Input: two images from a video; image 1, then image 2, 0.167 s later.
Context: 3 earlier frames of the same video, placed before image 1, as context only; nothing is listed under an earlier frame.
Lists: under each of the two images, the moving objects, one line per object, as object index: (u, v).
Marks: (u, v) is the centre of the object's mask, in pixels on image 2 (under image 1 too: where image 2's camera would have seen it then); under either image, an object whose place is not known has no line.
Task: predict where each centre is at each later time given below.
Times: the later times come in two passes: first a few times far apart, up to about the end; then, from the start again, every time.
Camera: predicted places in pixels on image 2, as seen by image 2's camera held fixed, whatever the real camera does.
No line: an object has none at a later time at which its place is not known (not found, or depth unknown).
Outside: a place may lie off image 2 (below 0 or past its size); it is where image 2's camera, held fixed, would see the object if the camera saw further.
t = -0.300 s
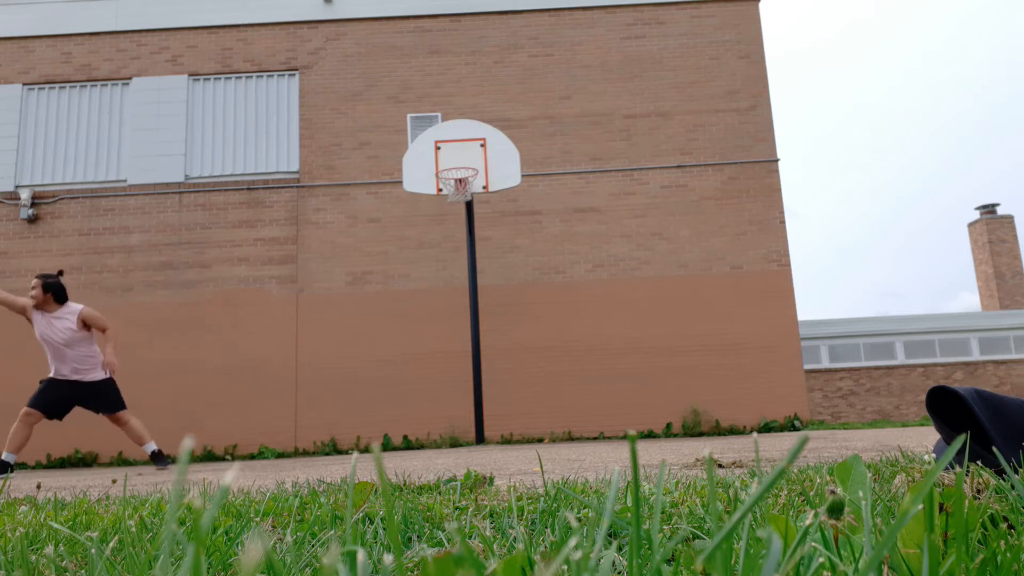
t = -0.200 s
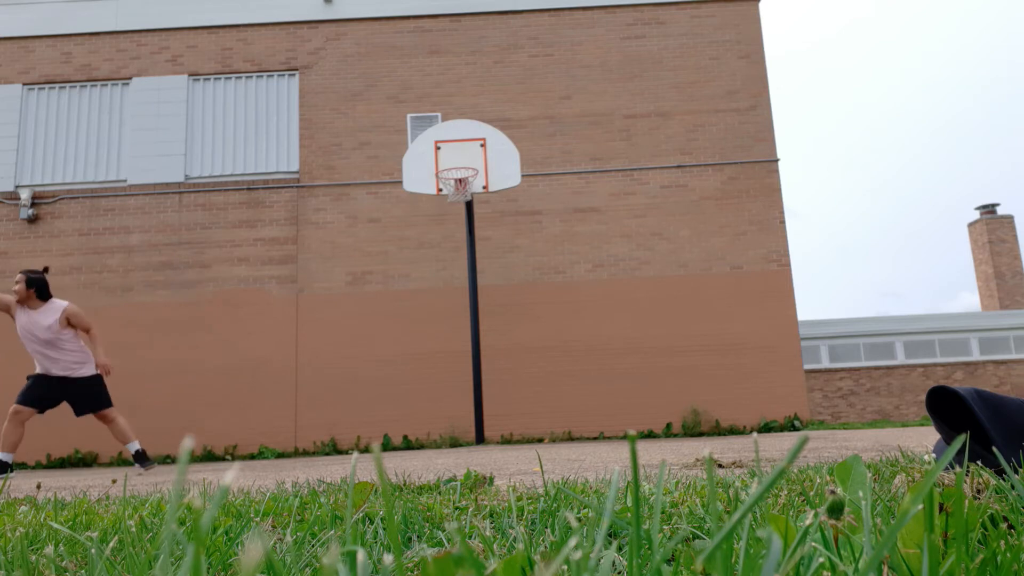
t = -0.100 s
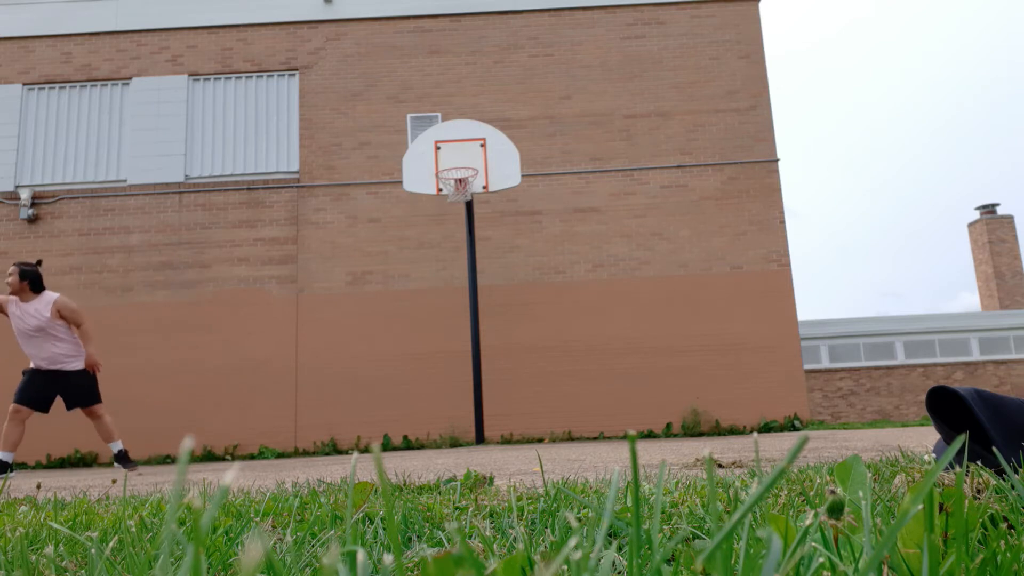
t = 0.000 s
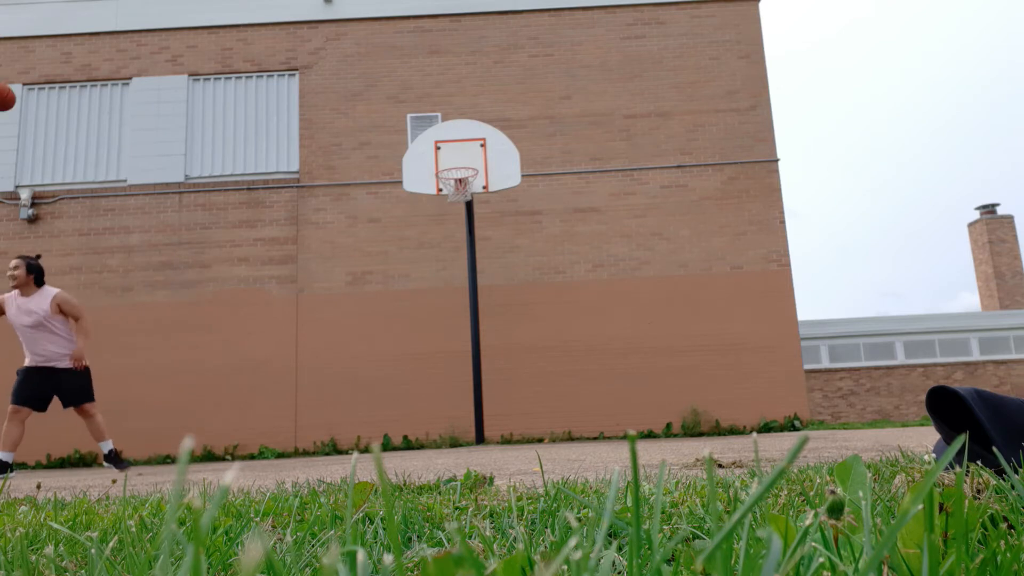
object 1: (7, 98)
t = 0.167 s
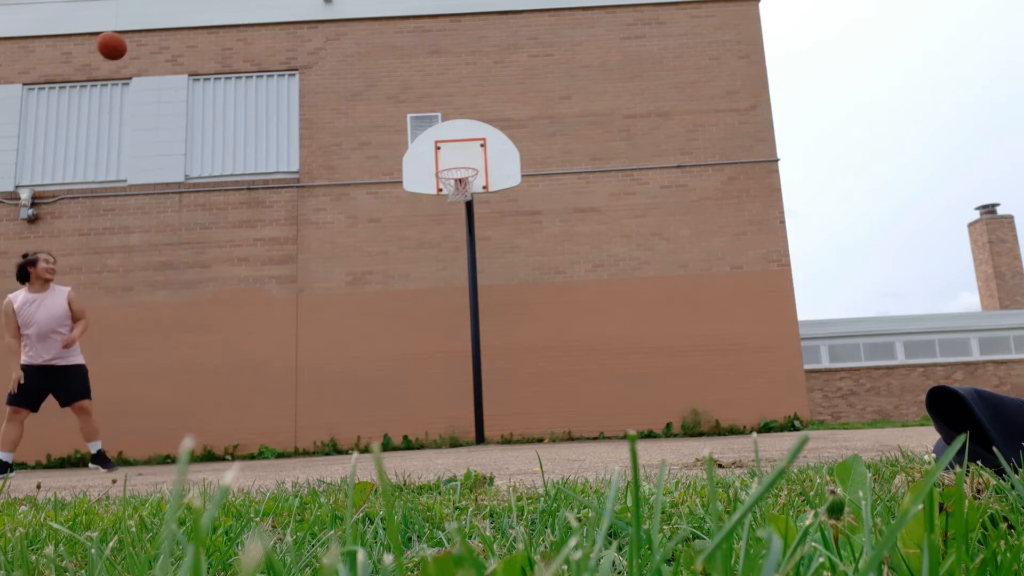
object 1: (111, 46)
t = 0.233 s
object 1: (151, 36)
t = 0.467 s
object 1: (276, 36)
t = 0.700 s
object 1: (384, 82)
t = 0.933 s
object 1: (473, 161)
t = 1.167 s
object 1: (467, 153)
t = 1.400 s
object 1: (466, 159)
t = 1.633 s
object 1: (466, 162)
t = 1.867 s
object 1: (463, 171)
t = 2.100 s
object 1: (458, 210)
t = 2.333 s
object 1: (452, 270)
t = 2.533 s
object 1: (450, 360)
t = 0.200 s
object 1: (131, 40)
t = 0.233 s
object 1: (151, 36)
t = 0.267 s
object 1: (170, 32)
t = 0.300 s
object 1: (189, 30)
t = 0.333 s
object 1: (208, 29)
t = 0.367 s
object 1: (225, 29)
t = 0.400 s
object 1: (243, 31)
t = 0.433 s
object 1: (260, 33)
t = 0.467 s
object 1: (276, 36)
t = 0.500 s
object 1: (293, 40)
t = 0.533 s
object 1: (309, 45)
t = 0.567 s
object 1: (324, 50)
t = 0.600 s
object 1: (339, 57)
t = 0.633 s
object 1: (354, 65)
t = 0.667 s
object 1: (369, 73)
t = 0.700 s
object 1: (384, 82)
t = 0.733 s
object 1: (398, 93)
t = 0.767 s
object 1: (412, 104)
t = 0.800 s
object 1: (425, 115)
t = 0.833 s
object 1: (439, 128)
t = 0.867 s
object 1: (453, 141)
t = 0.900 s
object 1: (466, 155)
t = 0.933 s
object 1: (473, 161)
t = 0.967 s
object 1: (472, 158)
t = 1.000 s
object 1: (471, 154)
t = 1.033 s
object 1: (470, 153)
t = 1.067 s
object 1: (469, 151)
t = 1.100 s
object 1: (469, 151)
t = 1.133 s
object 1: (468, 151)
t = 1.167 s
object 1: (467, 153)
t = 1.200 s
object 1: (467, 155)
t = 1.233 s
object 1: (467, 158)
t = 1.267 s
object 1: (466, 161)
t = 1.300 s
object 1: (465, 165)
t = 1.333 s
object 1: (466, 162)
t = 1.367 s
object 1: (466, 160)
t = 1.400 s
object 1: (466, 159)
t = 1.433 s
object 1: (466, 158)
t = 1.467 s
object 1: (466, 158)
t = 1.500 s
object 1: (466, 158)
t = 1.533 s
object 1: (466, 159)
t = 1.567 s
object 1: (467, 161)
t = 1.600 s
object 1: (467, 163)
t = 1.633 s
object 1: (466, 162)
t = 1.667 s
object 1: (466, 160)
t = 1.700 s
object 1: (465, 160)
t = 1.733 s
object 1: (465, 160)
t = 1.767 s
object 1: (464, 161)
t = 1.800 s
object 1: (463, 162)
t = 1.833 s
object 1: (463, 164)
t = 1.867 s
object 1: (463, 171)
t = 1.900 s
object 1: (462, 178)
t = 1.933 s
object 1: (462, 185)
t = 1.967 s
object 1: (462, 190)
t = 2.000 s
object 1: (461, 194)
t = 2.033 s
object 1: (461, 205)
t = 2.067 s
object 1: (459, 206)
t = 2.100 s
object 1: (458, 210)
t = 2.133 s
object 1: (457, 215)
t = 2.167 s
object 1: (456, 222)
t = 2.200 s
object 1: (455, 230)
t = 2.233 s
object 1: (455, 239)
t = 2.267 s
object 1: (454, 248)
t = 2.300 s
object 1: (453, 259)
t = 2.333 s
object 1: (452, 270)
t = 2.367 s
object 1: (452, 283)
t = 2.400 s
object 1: (451, 296)
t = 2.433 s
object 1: (451, 311)
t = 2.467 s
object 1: (451, 326)
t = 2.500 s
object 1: (450, 342)
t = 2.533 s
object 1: (450, 360)
